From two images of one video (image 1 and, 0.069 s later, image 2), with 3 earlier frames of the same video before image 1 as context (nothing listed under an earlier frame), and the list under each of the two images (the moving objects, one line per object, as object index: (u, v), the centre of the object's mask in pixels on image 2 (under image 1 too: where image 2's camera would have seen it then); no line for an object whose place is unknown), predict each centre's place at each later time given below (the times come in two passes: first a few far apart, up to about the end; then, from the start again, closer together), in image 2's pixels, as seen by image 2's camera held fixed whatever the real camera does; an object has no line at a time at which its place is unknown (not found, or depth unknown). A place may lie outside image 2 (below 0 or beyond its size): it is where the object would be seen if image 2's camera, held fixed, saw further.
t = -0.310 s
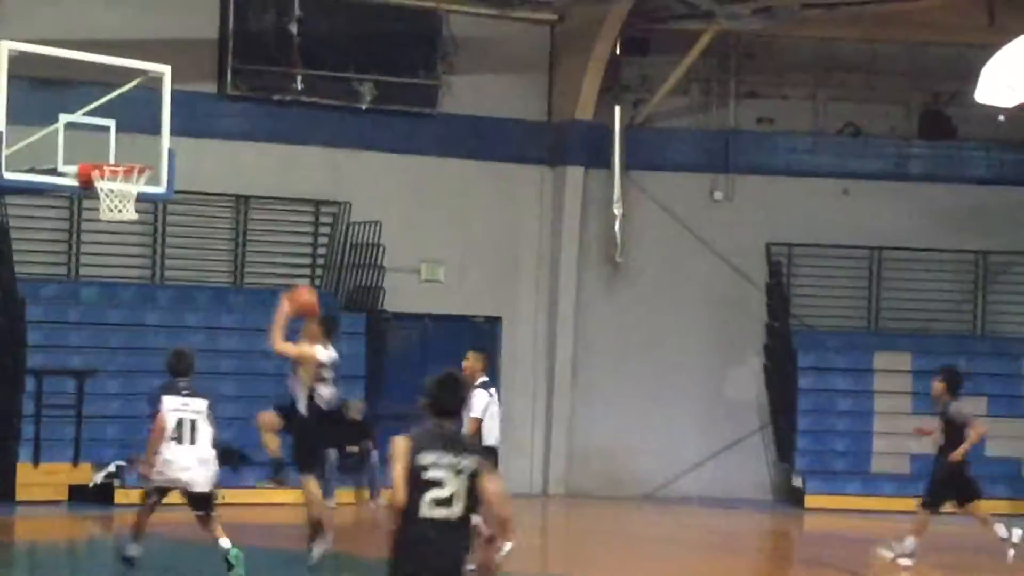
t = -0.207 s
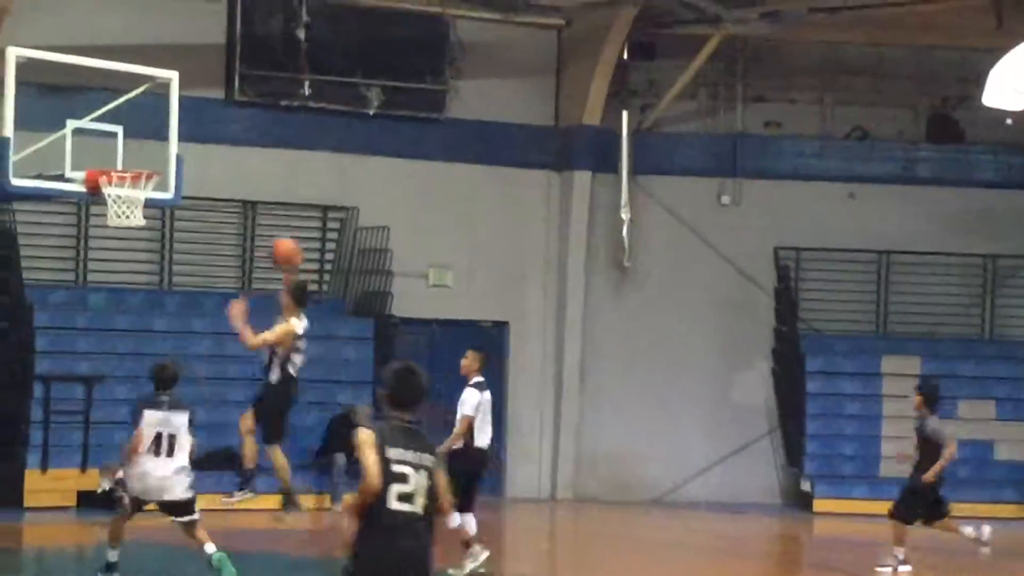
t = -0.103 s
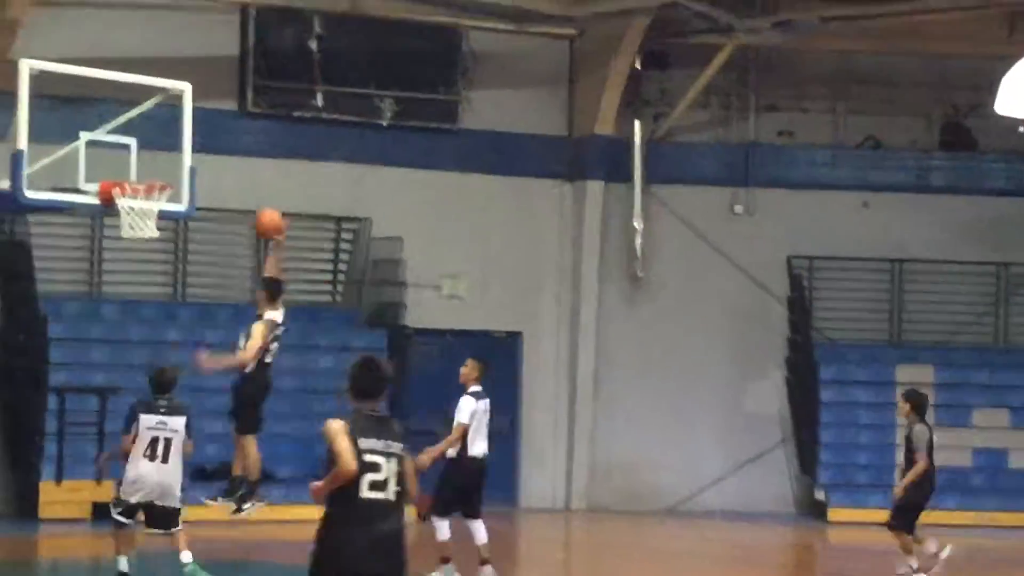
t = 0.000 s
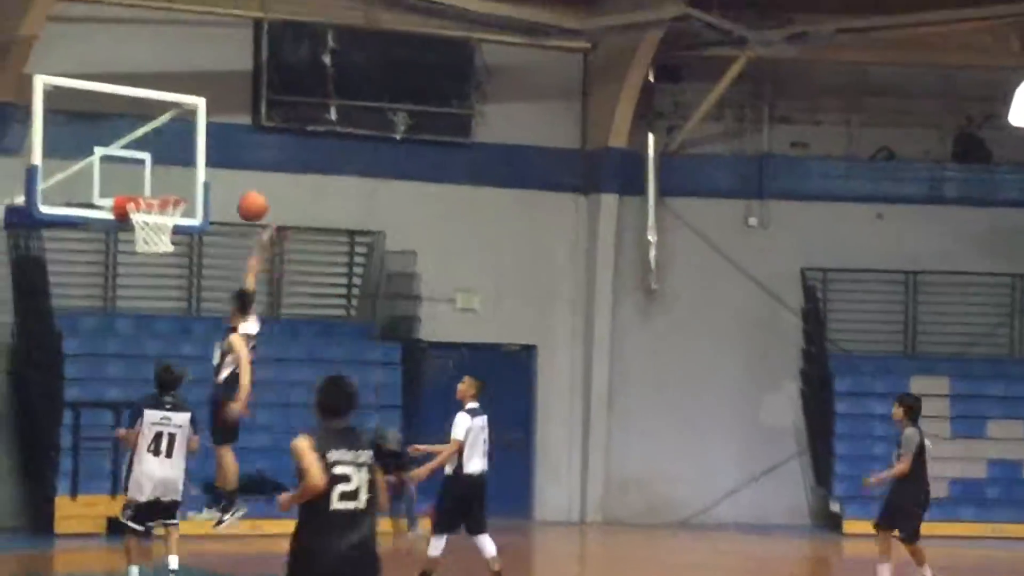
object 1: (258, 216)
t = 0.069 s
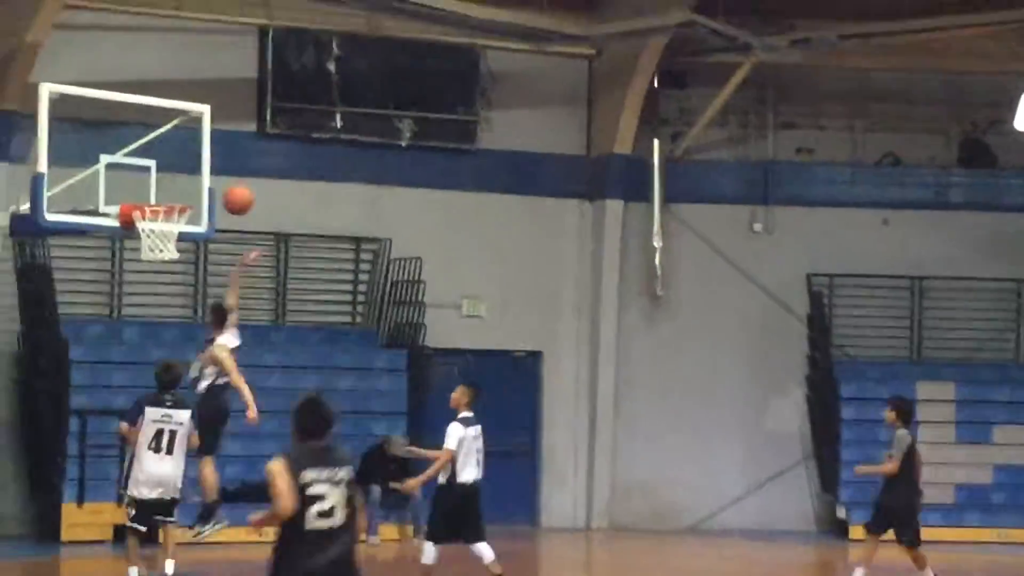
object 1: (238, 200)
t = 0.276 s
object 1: (186, 188)
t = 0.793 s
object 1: (149, 261)
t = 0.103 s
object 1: (229, 195)
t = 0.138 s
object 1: (220, 191)
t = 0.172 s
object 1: (209, 190)
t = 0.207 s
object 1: (200, 189)
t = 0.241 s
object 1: (189, 190)
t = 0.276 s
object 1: (186, 188)
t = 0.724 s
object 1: (148, 243)
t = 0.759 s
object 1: (145, 255)
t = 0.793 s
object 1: (149, 261)
